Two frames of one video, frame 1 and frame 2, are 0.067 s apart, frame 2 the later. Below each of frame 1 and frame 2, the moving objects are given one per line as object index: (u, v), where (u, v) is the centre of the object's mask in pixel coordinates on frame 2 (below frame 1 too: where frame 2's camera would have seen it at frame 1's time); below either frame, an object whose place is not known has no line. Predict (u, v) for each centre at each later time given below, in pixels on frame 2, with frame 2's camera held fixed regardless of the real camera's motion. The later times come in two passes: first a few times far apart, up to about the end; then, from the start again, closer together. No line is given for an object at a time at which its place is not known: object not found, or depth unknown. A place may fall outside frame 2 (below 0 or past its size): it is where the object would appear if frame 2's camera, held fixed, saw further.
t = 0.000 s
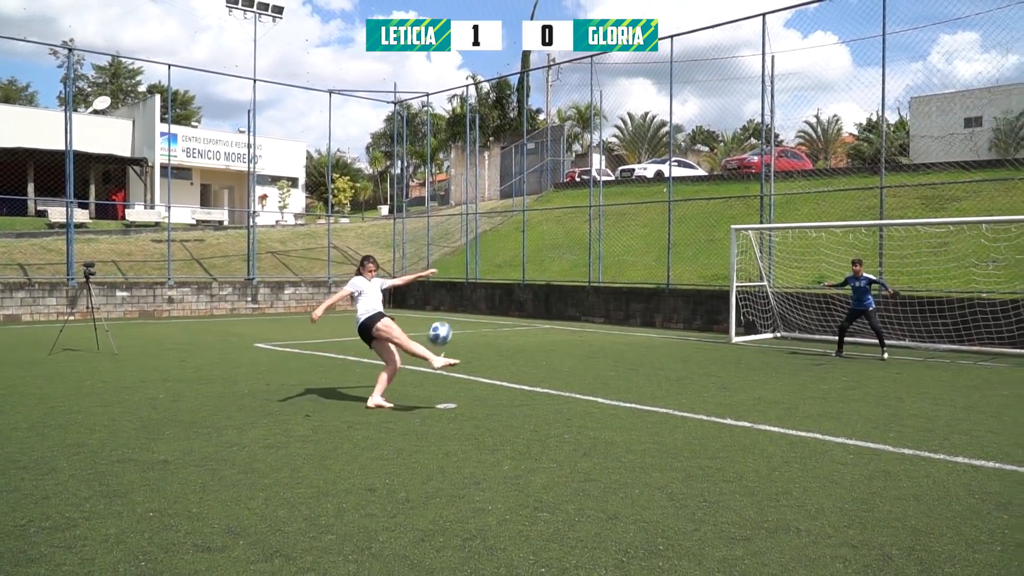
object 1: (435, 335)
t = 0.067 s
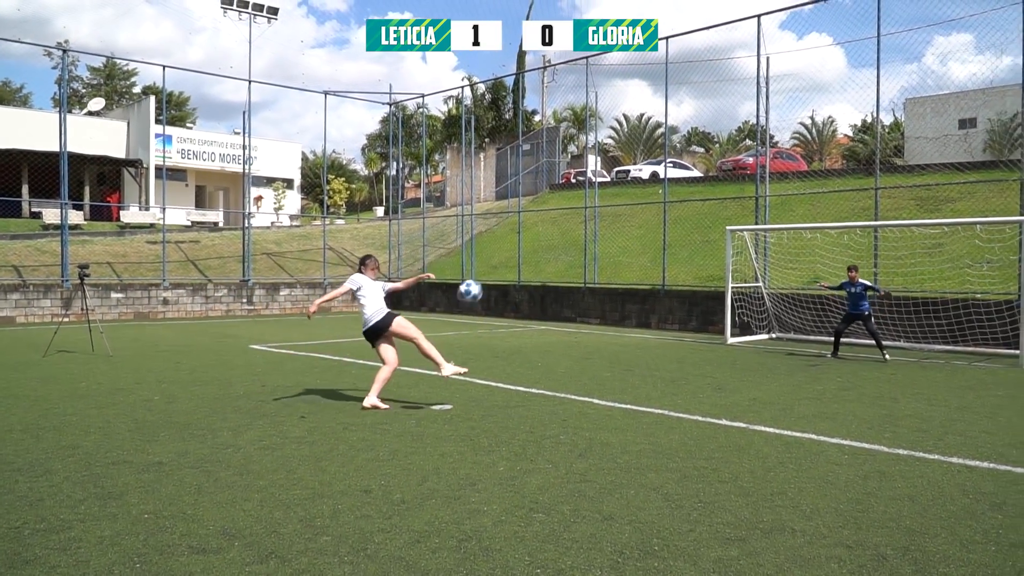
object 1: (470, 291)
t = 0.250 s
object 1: (562, 199)
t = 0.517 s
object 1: (688, 130)
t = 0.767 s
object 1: (804, 130)
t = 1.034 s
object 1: (922, 198)
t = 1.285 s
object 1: (1027, 321)
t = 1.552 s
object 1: (1080, 349)
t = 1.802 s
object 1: (1079, 275)
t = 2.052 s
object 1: (1076, 265)
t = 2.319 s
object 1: (1073, 335)
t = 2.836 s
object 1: (1112, 340)
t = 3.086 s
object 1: (1145, 350)
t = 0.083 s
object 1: (479, 282)
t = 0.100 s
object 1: (487, 272)
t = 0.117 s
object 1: (495, 263)
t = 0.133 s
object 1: (504, 253)
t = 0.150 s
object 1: (512, 245)
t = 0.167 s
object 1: (521, 237)
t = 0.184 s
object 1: (529, 228)
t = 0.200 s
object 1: (537, 220)
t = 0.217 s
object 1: (545, 213)
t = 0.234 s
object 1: (554, 206)
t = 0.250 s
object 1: (562, 199)
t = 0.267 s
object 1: (570, 192)
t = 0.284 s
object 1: (578, 186)
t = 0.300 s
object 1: (586, 180)
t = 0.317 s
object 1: (595, 174)
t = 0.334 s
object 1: (602, 169)
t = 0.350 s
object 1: (610, 163)
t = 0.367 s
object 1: (619, 158)
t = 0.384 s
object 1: (627, 154)
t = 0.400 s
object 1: (634, 148)
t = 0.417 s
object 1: (642, 146)
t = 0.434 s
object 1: (650, 143)
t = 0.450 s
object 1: (658, 138)
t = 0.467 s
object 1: (666, 136)
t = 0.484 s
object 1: (674, 134)
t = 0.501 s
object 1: (681, 132)
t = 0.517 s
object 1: (688, 130)
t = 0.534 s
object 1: (696, 126)
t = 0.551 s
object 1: (704, 125)
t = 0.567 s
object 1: (712, 124)
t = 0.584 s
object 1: (720, 123)
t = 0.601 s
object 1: (727, 123)
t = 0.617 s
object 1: (735, 122)
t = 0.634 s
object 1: (742, 122)
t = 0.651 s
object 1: (750, 122)
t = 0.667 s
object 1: (758, 123)
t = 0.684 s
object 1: (766, 123)
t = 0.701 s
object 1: (773, 123)
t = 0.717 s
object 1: (780, 126)
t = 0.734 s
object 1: (787, 127)
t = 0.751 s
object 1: (797, 128)
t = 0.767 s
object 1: (804, 130)
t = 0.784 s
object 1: (811, 131)
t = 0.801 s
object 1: (819, 133)
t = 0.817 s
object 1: (827, 137)
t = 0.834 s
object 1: (834, 140)
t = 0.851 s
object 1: (842, 143)
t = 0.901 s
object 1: (863, 154)
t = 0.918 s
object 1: (871, 160)
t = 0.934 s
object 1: (878, 164)
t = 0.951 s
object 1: (885, 169)
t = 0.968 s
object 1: (893, 174)
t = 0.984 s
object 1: (900, 180)
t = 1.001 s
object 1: (907, 186)
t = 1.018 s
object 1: (914, 192)
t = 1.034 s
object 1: (922, 198)
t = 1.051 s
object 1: (929, 205)
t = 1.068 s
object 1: (936, 211)
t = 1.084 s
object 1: (943, 218)
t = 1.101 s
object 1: (950, 226)
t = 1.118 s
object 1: (957, 233)
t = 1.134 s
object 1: (964, 241)
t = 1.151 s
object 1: (971, 249)
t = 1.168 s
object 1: (978, 258)
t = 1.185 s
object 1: (985, 266)
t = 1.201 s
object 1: (992, 274)
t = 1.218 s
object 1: (999, 283)
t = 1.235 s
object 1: (1006, 292)
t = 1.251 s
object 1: (1013, 302)
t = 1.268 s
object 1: (1019, 312)
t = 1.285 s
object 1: (1027, 321)
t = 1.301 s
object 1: (1033, 331)
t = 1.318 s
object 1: (1040, 341)
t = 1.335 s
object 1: (1047, 352)
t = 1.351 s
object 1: (1054, 363)
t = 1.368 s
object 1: (1061, 374)
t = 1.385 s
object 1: (1068, 385)
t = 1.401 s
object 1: (1075, 396)
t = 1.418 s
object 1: (1082, 407)
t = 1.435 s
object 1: (1082, 401)
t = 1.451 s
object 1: (1082, 392)
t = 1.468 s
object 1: (1082, 384)
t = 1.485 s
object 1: (1082, 376)
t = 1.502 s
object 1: (1081, 369)
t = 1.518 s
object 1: (1081, 362)
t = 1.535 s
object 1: (1080, 354)
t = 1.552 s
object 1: (1080, 349)
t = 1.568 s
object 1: (1080, 341)
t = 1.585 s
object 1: (1080, 336)
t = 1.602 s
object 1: (1080, 329)
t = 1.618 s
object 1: (1080, 323)
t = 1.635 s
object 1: (1080, 317)
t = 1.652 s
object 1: (1080, 312)
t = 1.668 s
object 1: (1080, 308)
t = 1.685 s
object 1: (1080, 303)
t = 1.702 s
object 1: (1080, 297)
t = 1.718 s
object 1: (1079, 292)
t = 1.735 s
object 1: (1080, 289)
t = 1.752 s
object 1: (1080, 285)
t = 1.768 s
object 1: (1079, 282)
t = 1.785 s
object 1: (1079, 279)
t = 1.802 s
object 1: (1079, 275)
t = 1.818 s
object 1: (1079, 273)
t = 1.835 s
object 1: (1079, 271)
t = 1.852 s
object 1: (1079, 268)
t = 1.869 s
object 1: (1078, 266)
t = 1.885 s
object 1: (1078, 264)
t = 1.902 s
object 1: (1078, 263)
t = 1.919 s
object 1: (1078, 262)
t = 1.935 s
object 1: (1077, 261)
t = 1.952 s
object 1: (1077, 261)
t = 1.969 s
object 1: (1077, 261)
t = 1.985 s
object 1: (1077, 261)
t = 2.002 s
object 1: (1077, 262)
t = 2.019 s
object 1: (1077, 262)
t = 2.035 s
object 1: (1076, 263)
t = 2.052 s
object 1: (1076, 265)
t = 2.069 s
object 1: (1075, 267)
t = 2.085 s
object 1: (1075, 269)
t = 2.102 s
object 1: (1076, 271)
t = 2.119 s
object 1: (1075, 274)
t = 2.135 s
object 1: (1075, 277)
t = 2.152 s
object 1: (1075, 280)
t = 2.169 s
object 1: (1074, 285)
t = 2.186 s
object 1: (1074, 289)
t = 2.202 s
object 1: (1074, 292)
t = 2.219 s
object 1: (1074, 298)
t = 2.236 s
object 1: (1074, 303)
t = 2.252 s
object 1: (1074, 309)
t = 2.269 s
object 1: (1073, 315)
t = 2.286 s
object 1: (1073, 321)
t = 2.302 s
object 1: (1073, 328)
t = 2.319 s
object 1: (1073, 335)
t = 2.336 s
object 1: (1073, 342)
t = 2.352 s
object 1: (1073, 350)
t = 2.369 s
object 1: (1073, 359)
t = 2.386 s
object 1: (1073, 368)
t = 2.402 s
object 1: (1073, 377)
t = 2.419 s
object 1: (1074, 387)
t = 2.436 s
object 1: (1074, 396)
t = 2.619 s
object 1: (1087, 397)
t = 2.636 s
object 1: (1089, 391)
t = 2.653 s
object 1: (1091, 385)
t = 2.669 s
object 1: (1093, 379)
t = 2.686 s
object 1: (1094, 373)
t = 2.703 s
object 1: (1097, 368)
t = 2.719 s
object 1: (1097, 364)
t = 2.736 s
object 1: (1099, 359)
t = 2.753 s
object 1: (1101, 355)
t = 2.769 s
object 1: (1103, 351)
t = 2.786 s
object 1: (1104, 348)
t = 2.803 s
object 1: (1107, 345)
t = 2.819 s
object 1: (1109, 342)
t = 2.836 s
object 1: (1112, 340)
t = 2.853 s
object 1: (1114, 338)
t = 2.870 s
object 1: (1116, 337)
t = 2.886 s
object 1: (1119, 334)
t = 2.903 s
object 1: (1121, 334)
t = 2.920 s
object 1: (1123, 334)
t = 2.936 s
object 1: (1124, 333)
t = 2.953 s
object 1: (1127, 334)
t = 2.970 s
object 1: (1130, 335)
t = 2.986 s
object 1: (1132, 335)
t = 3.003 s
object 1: (1135, 337)
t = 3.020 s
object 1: (1136, 339)
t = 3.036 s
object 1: (1139, 341)
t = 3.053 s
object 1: (1141, 343)
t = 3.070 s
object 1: (1143, 346)
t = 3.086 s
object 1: (1145, 350)
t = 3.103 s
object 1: (1148, 353)
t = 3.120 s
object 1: (1153, 358)
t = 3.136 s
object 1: (1155, 363)
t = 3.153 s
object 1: (1154, 368)
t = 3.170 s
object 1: (1157, 374)
